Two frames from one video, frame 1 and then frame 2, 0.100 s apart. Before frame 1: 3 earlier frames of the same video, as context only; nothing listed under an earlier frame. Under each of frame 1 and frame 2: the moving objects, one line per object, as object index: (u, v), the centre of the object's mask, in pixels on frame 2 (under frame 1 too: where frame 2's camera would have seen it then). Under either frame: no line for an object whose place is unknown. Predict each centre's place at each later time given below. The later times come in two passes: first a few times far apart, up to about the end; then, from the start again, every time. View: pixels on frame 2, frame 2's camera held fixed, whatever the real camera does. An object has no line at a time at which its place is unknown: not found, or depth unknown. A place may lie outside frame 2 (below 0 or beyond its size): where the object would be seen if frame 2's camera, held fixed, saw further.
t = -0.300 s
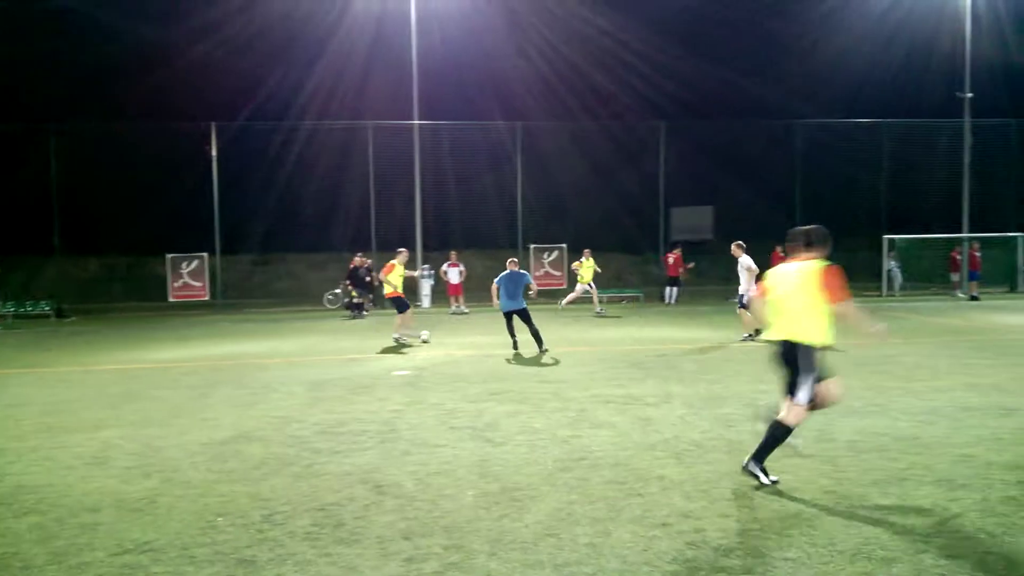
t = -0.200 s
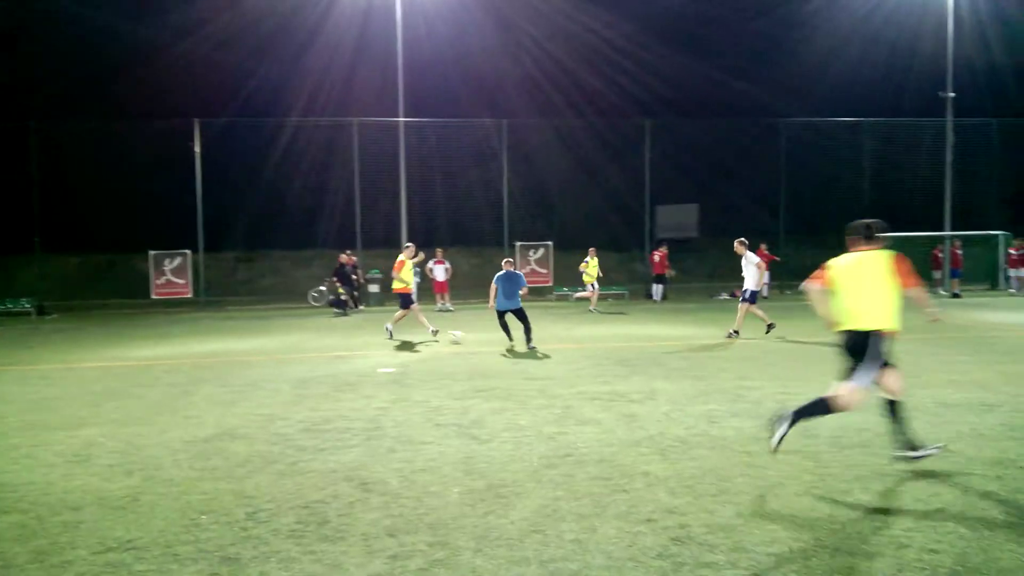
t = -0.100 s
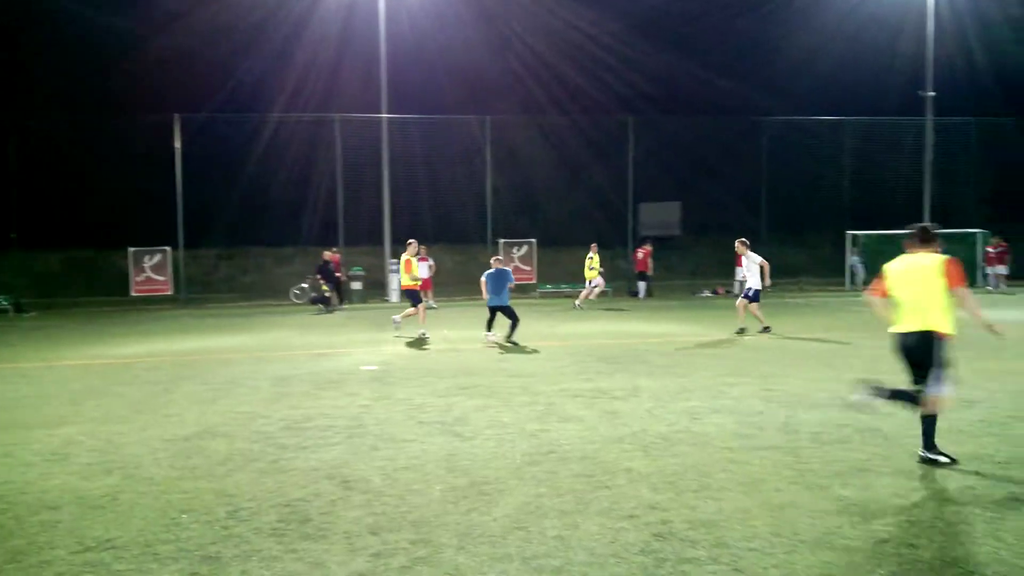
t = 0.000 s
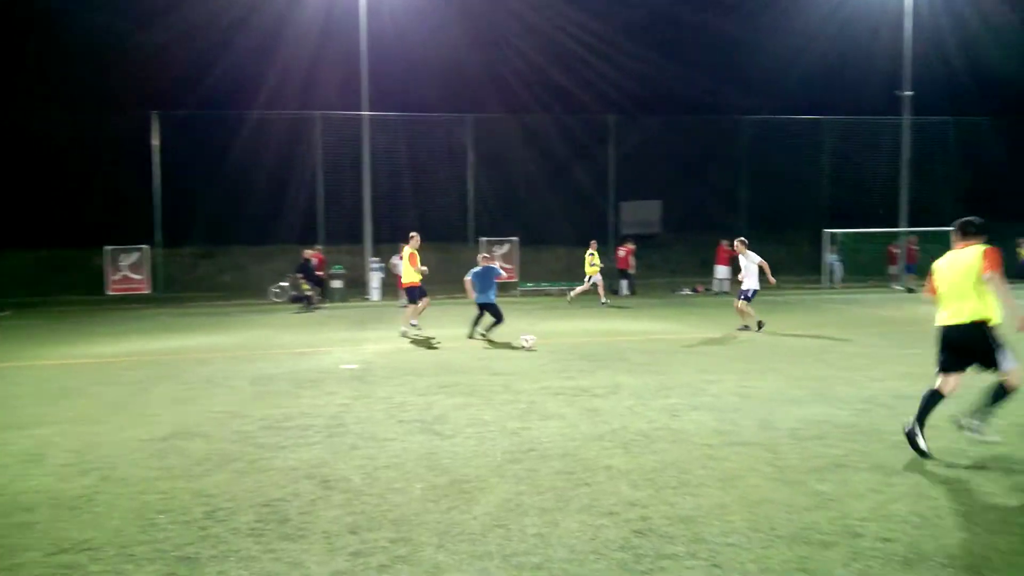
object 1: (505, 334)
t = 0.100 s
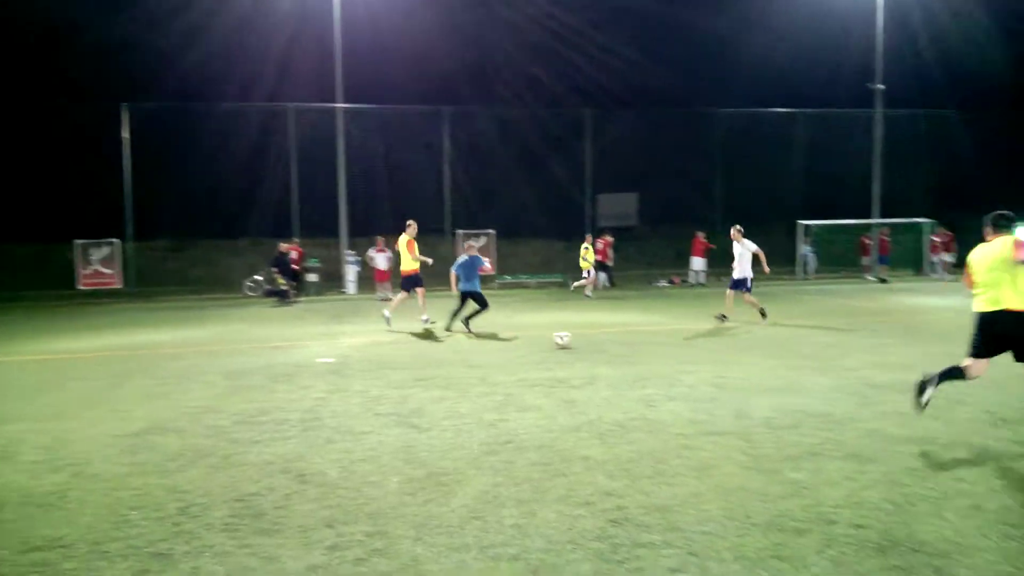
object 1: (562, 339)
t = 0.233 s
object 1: (641, 342)
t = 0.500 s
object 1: (815, 363)
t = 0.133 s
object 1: (581, 342)
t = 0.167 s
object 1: (601, 342)
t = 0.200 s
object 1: (620, 342)
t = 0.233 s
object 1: (641, 342)
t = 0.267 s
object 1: (660, 345)
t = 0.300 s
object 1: (682, 348)
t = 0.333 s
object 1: (704, 353)
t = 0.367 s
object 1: (726, 355)
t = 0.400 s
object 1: (748, 355)
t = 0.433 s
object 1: (769, 356)
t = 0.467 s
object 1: (792, 359)
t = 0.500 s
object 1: (815, 363)
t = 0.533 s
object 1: (838, 365)
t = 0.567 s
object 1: (862, 367)
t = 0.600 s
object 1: (887, 369)
